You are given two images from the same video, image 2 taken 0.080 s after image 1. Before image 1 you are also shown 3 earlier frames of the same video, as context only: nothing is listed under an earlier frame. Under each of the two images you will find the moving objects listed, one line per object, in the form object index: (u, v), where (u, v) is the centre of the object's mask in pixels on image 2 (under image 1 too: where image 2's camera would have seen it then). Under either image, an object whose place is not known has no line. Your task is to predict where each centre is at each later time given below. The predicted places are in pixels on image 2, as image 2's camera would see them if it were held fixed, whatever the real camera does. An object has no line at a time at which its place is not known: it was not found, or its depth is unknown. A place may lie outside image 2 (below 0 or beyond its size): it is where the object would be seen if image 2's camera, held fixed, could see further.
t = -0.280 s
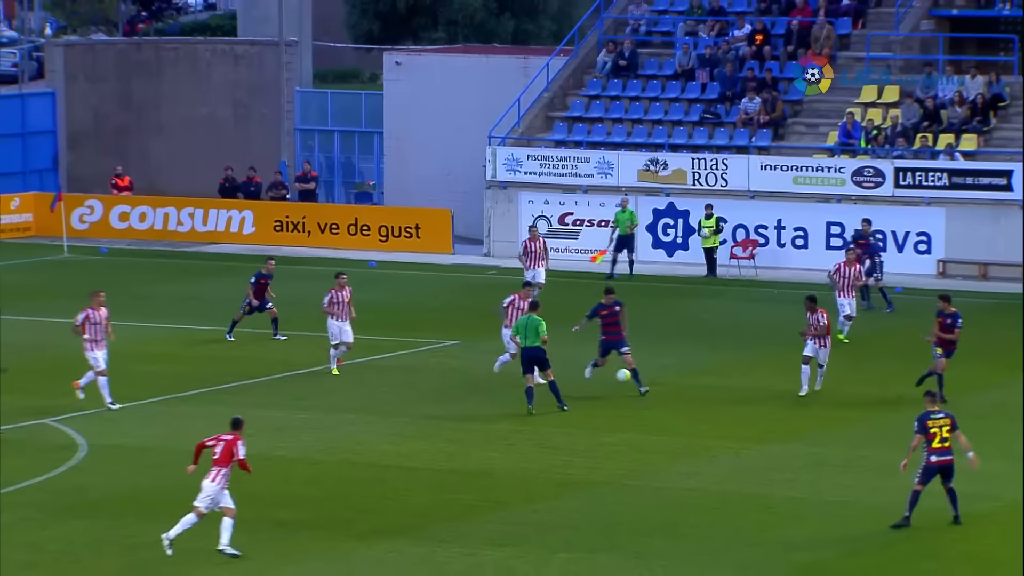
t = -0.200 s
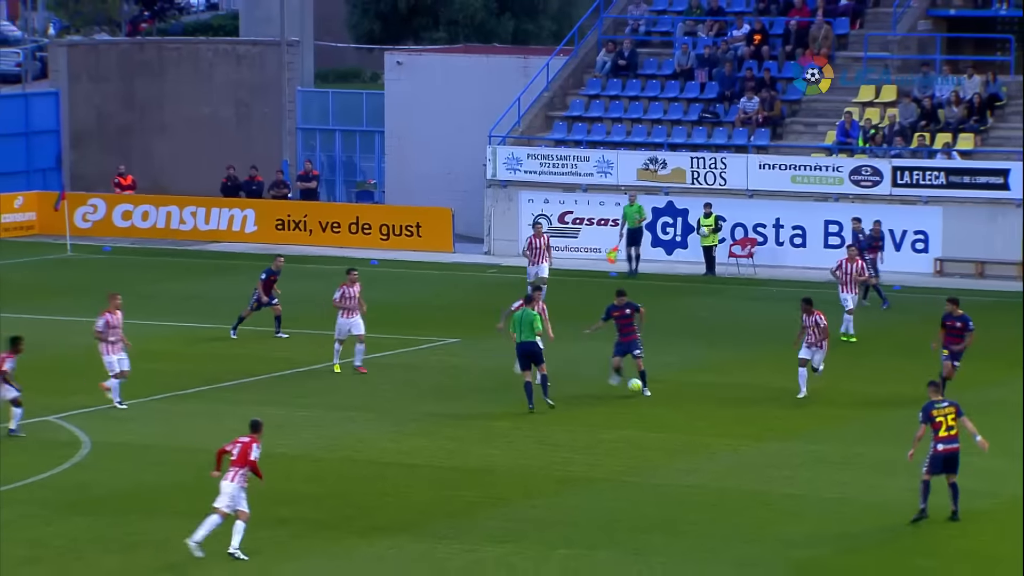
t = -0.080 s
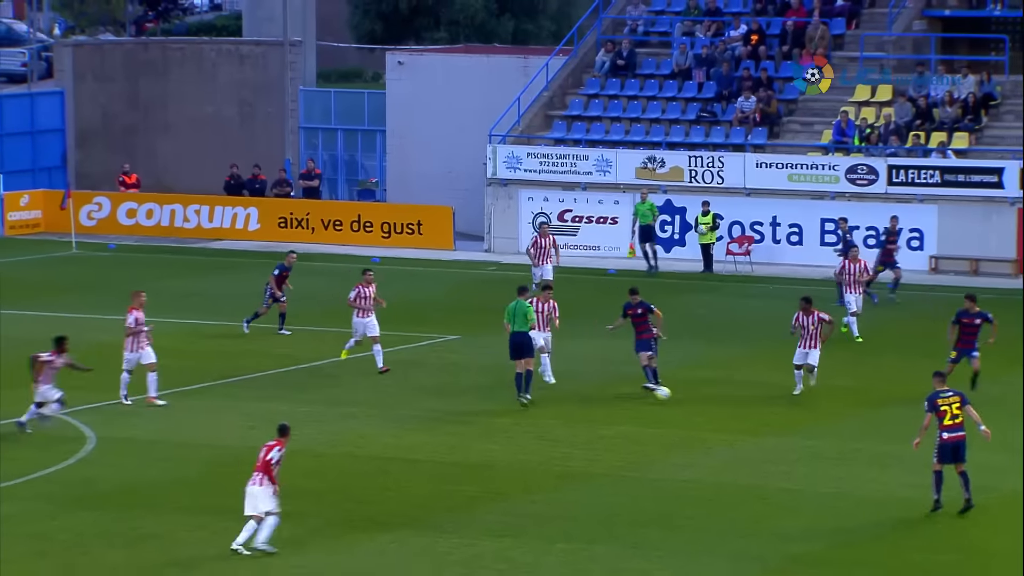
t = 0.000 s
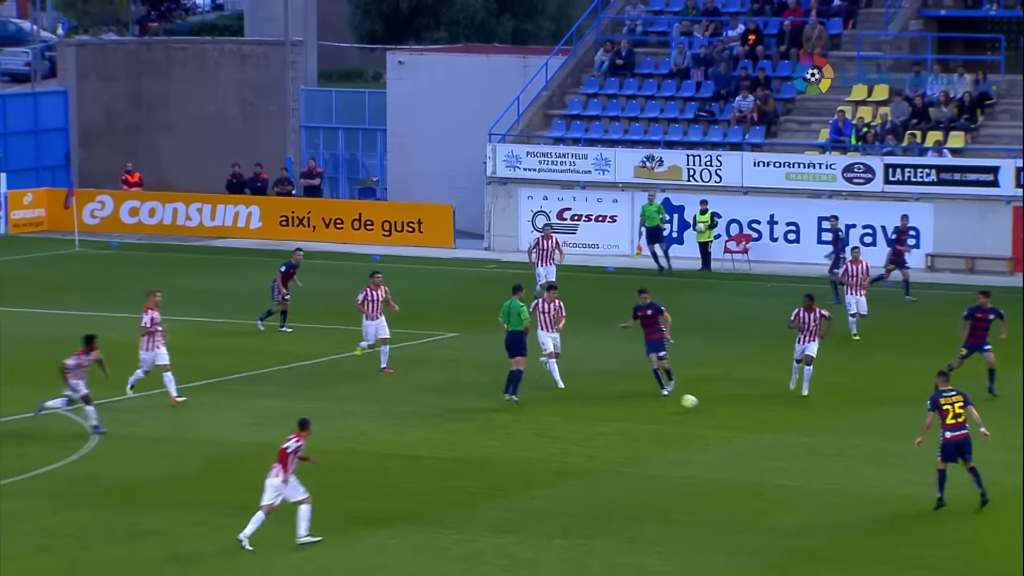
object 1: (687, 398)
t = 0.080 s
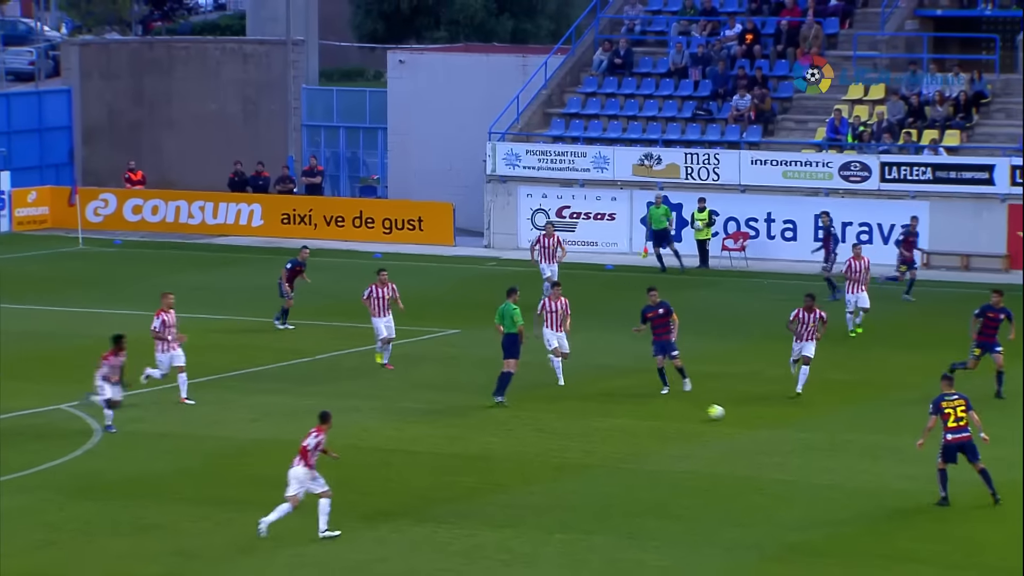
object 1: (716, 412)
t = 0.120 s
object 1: (730, 420)
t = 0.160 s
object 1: (745, 425)
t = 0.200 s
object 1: (759, 429)
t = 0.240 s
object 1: (774, 435)
